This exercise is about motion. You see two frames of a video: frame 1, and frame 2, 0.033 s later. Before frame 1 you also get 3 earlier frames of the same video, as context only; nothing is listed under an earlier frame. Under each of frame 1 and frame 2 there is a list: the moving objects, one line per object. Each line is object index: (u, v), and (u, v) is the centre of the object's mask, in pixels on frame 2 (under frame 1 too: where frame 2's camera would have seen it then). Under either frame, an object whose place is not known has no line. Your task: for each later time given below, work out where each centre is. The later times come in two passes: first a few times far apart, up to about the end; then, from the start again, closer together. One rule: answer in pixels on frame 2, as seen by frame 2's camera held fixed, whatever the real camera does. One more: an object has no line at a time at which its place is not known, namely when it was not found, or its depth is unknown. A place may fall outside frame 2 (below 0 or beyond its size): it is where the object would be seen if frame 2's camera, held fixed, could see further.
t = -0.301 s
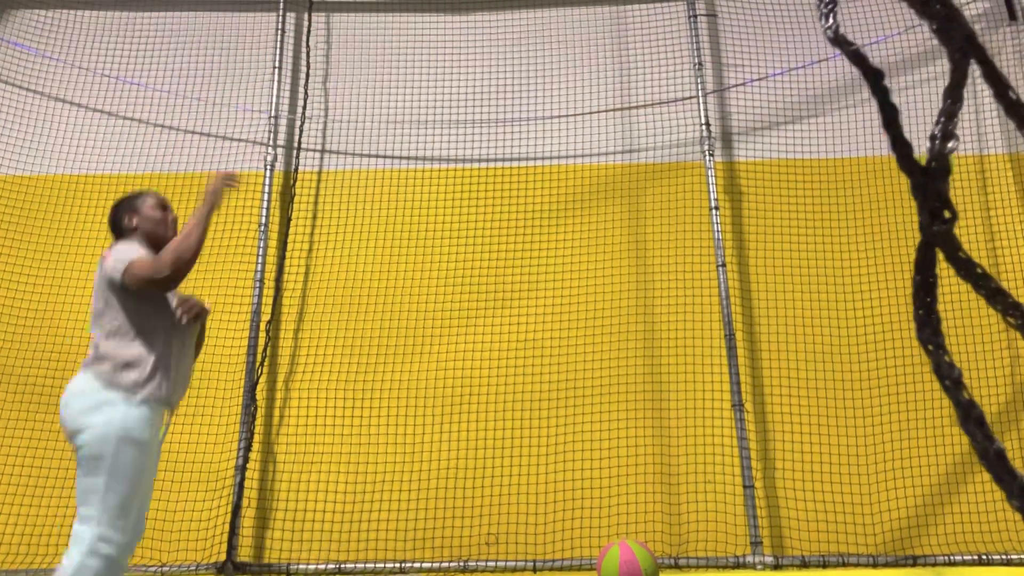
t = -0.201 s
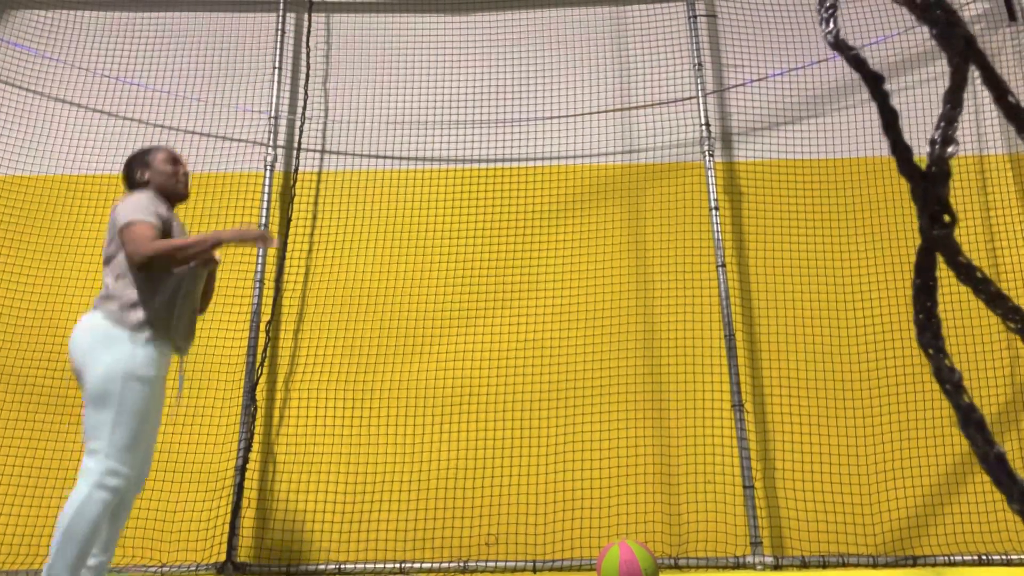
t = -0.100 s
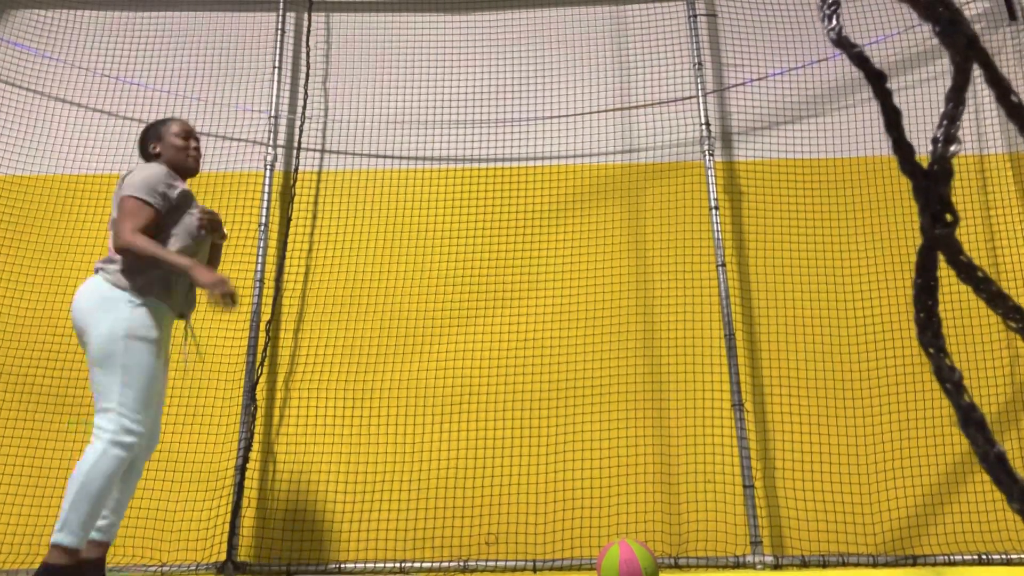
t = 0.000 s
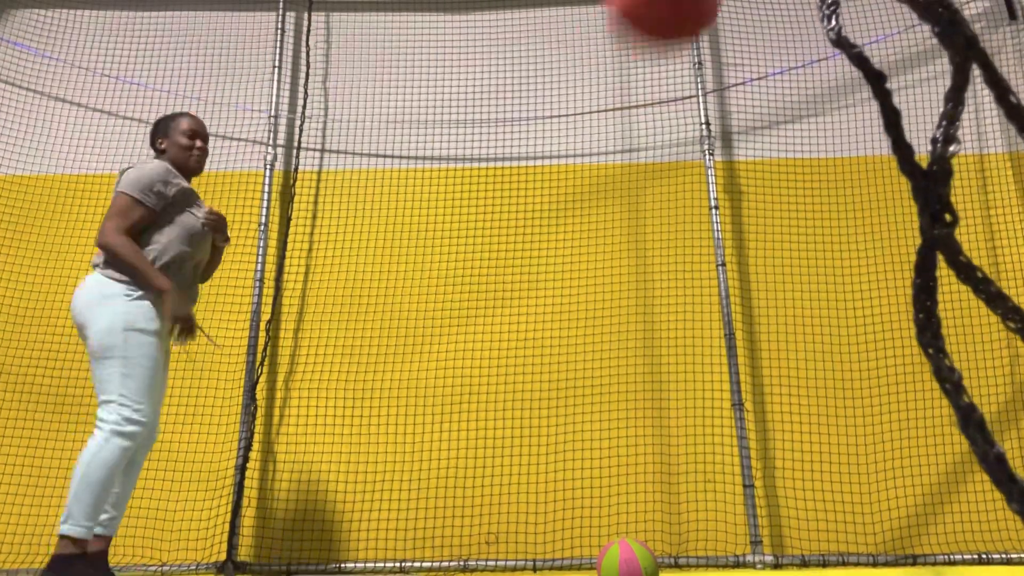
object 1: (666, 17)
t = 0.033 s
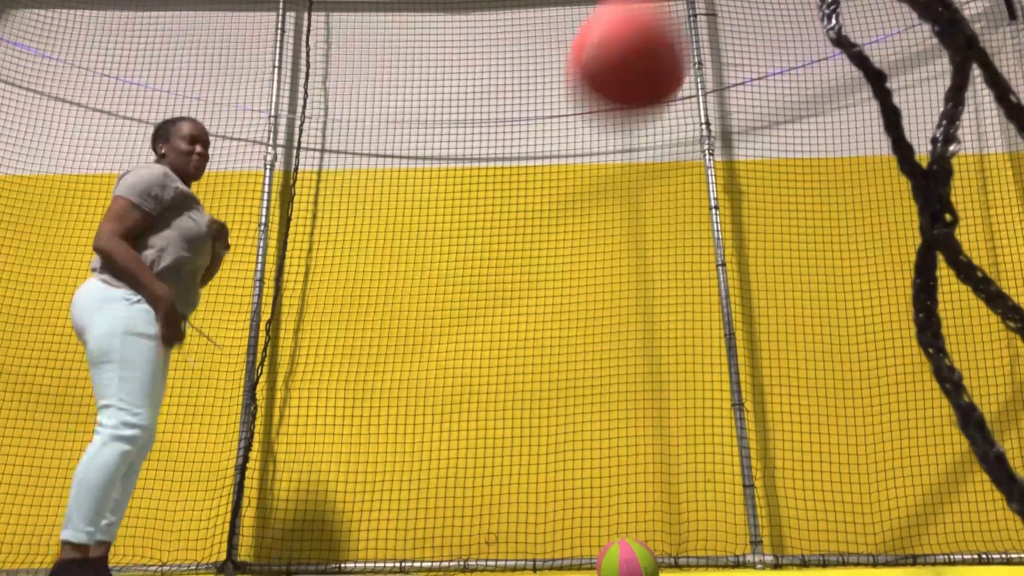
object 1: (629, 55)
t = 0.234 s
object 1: (370, 551)
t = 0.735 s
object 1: (440, 522)
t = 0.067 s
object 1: (589, 136)
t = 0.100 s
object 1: (545, 226)
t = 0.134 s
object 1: (496, 335)
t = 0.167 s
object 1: (443, 456)
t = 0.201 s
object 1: (384, 558)
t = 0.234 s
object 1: (370, 551)
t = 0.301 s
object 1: (386, 517)
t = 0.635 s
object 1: (458, 544)
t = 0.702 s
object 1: (446, 529)
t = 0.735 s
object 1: (440, 522)
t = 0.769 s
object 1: (433, 519)
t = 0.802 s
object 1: (428, 519)
